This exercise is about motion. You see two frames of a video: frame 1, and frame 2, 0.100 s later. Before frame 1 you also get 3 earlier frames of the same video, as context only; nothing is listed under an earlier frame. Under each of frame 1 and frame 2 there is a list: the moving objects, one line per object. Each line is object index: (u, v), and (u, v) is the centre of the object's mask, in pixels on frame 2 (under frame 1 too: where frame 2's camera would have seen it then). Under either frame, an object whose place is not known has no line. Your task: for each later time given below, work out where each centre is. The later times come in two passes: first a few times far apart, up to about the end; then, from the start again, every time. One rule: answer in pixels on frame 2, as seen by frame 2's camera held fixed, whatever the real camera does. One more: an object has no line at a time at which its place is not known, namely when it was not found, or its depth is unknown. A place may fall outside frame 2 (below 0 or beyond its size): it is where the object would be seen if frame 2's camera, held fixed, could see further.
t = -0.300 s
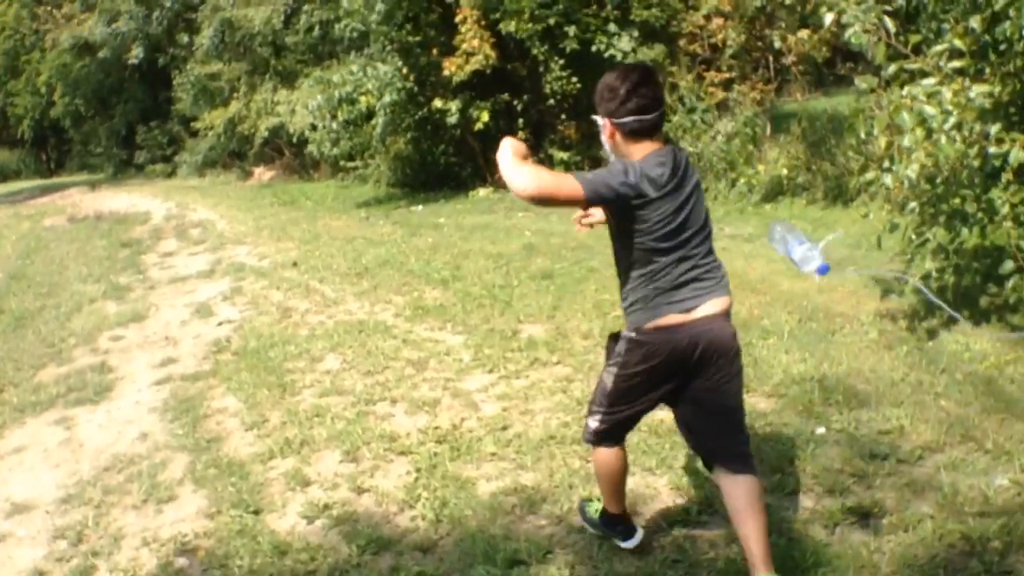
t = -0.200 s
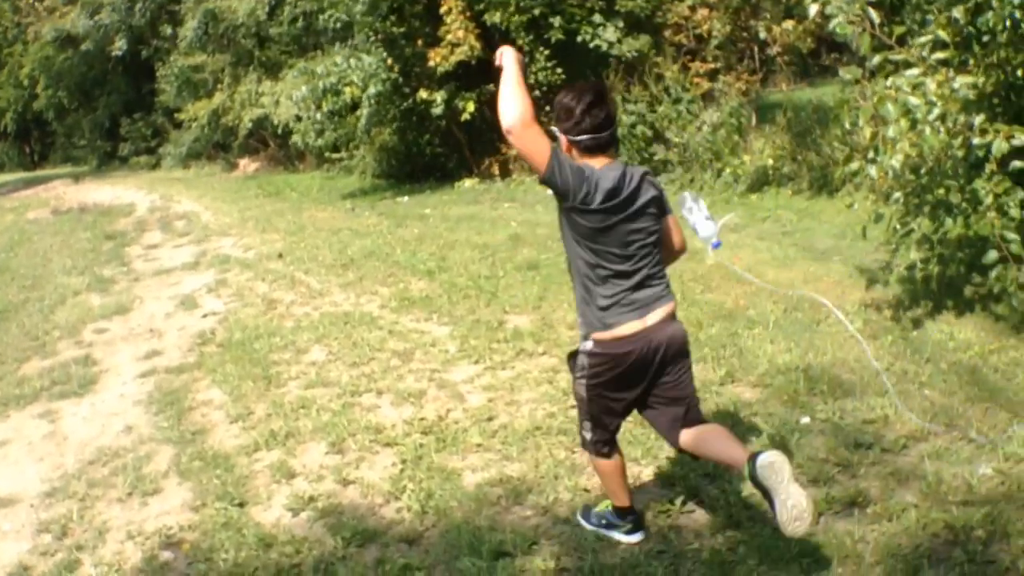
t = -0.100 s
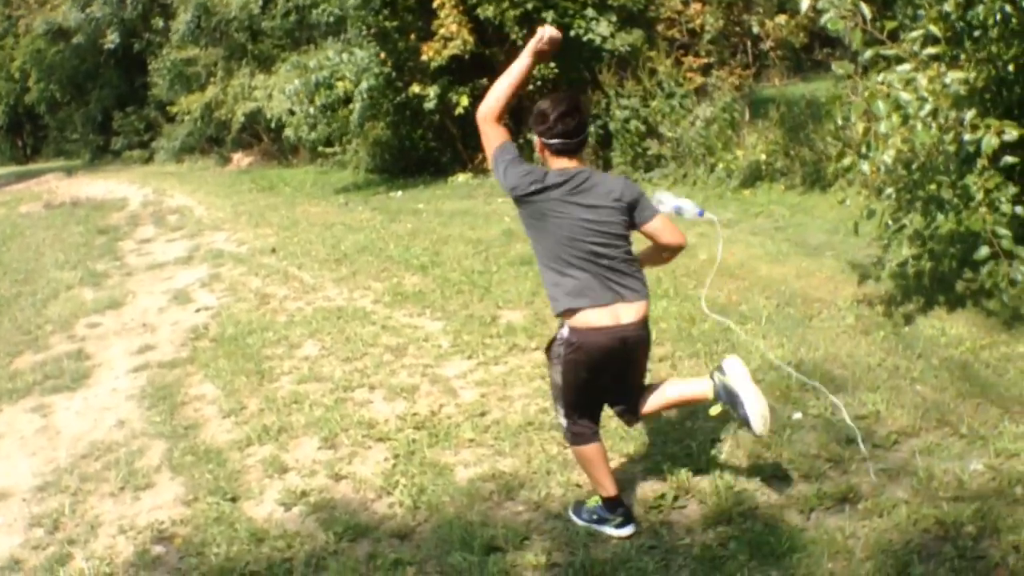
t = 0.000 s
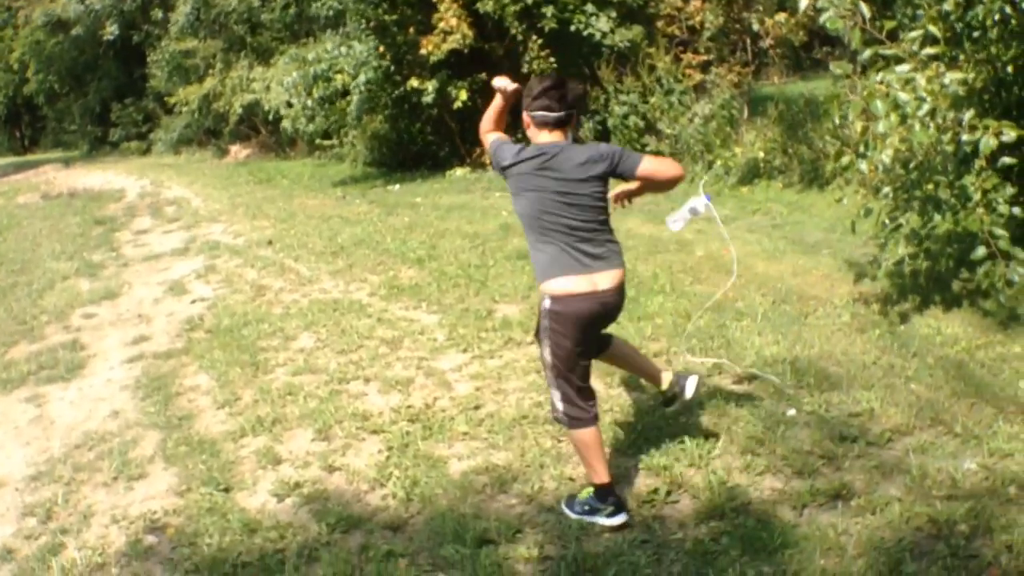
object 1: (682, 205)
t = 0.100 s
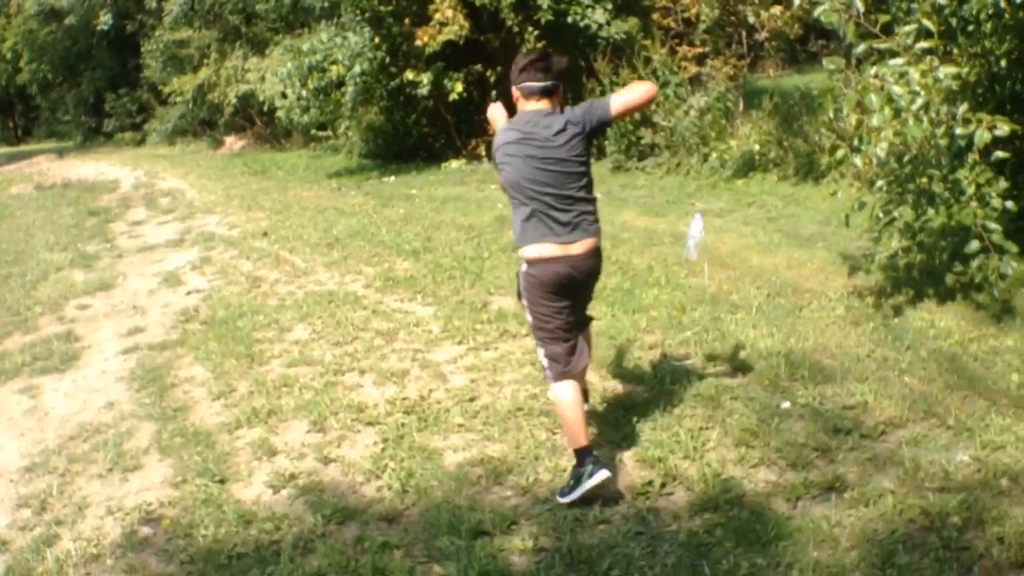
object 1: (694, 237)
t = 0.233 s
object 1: (704, 305)
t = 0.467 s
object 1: (730, 308)
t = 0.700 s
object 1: (747, 302)
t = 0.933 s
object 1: (748, 303)
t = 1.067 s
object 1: (748, 303)
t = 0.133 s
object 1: (697, 252)
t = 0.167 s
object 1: (699, 268)
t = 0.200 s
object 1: (703, 287)
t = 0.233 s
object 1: (704, 305)
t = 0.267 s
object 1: (707, 323)
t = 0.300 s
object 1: (714, 340)
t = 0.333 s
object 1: (717, 331)
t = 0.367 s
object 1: (719, 323)
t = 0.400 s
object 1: (724, 316)
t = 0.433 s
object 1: (727, 311)
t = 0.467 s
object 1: (730, 308)
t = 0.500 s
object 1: (732, 306)
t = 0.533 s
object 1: (735, 306)
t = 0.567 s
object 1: (738, 308)
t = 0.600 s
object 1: (741, 309)
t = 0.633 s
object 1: (743, 306)
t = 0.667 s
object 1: (745, 303)
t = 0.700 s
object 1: (747, 302)
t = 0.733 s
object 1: (748, 302)
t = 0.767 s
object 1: (748, 302)
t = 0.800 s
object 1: (748, 302)
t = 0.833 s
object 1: (748, 303)
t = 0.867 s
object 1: (748, 303)
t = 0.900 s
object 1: (748, 303)
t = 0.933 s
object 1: (748, 303)
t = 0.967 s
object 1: (748, 303)
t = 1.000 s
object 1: (748, 303)
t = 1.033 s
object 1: (748, 303)
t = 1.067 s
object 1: (748, 303)
